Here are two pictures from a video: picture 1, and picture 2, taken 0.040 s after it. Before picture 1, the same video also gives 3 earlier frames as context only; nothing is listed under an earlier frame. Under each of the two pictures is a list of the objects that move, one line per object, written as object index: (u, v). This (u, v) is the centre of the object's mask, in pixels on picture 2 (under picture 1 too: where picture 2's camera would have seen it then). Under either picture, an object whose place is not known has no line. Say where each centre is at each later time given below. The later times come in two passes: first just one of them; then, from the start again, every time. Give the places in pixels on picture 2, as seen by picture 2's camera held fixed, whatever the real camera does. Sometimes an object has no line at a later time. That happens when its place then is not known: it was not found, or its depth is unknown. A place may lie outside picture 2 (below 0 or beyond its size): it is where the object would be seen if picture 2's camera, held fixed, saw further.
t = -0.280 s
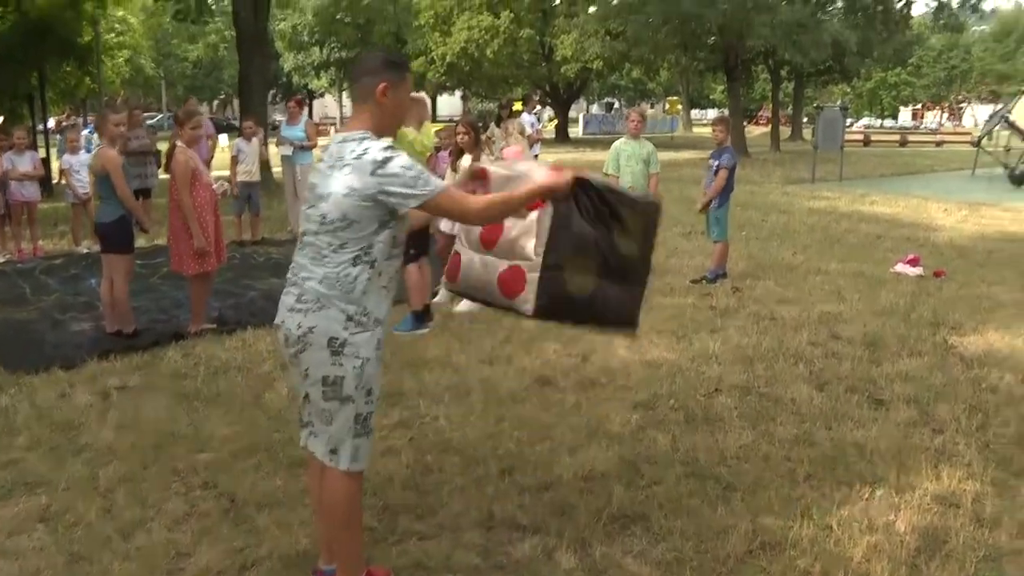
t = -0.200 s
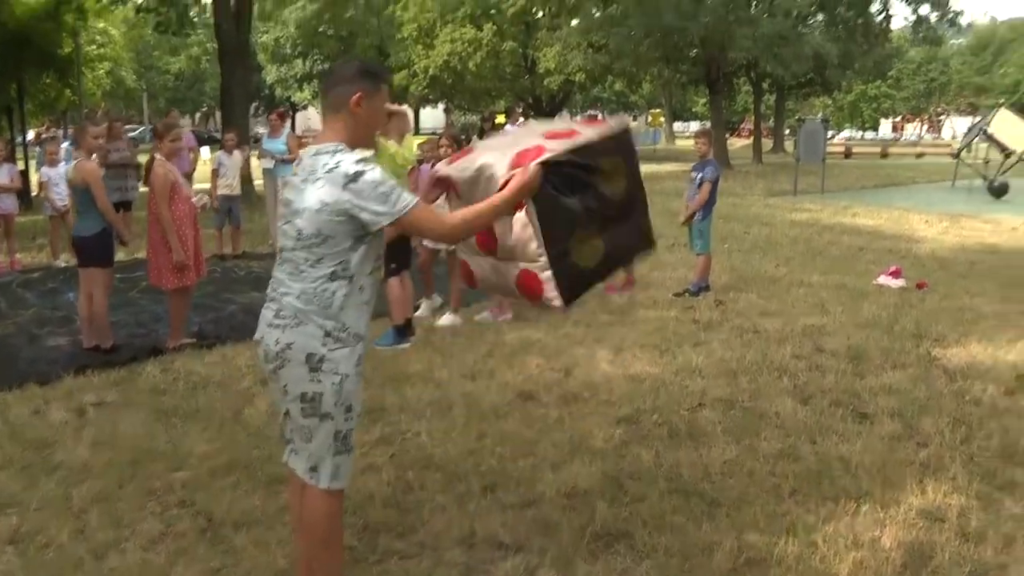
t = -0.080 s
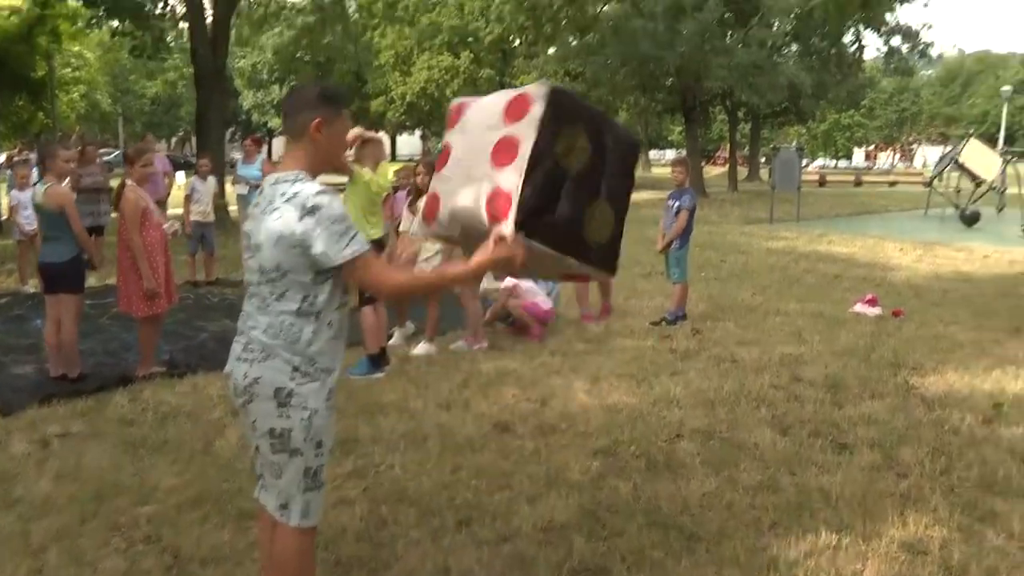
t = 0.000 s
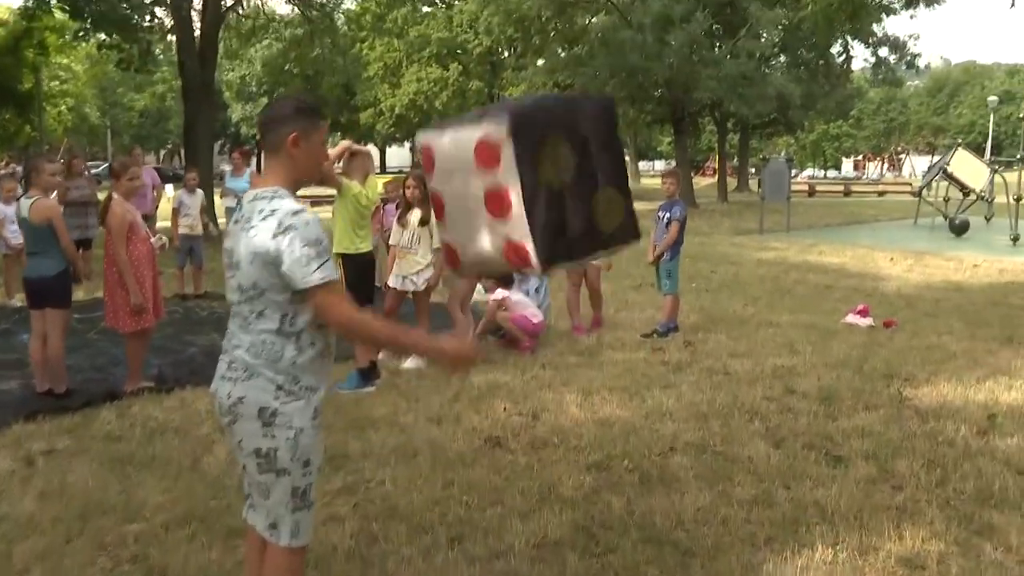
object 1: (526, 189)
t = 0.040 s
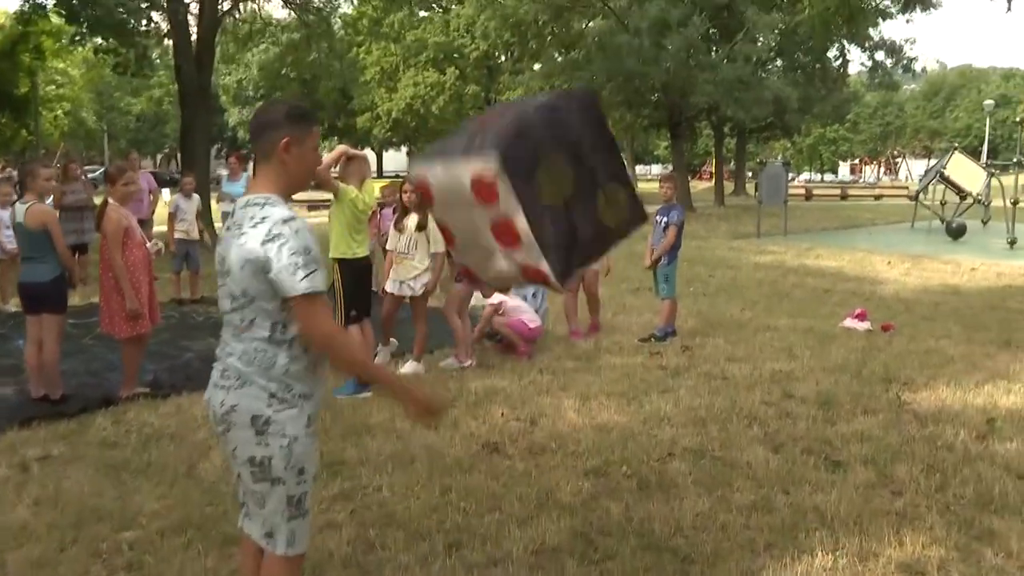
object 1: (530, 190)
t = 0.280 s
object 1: (547, 291)
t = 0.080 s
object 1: (532, 195)
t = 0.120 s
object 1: (534, 205)
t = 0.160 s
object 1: (537, 220)
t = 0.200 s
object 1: (540, 245)
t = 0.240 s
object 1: (544, 266)
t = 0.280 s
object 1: (547, 291)
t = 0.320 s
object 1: (548, 321)
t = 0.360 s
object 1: (550, 353)
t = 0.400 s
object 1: (551, 394)
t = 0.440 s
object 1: (553, 435)
